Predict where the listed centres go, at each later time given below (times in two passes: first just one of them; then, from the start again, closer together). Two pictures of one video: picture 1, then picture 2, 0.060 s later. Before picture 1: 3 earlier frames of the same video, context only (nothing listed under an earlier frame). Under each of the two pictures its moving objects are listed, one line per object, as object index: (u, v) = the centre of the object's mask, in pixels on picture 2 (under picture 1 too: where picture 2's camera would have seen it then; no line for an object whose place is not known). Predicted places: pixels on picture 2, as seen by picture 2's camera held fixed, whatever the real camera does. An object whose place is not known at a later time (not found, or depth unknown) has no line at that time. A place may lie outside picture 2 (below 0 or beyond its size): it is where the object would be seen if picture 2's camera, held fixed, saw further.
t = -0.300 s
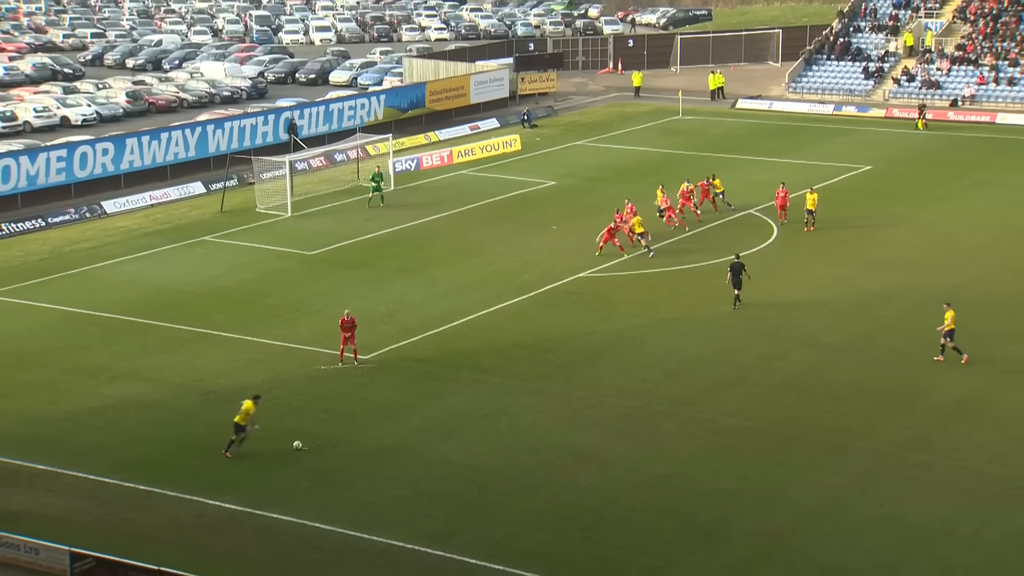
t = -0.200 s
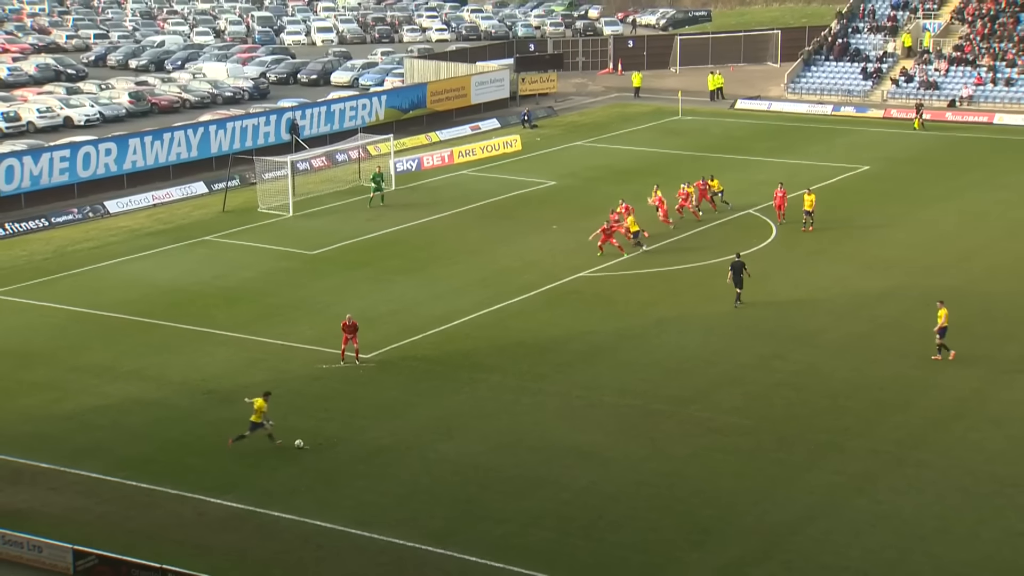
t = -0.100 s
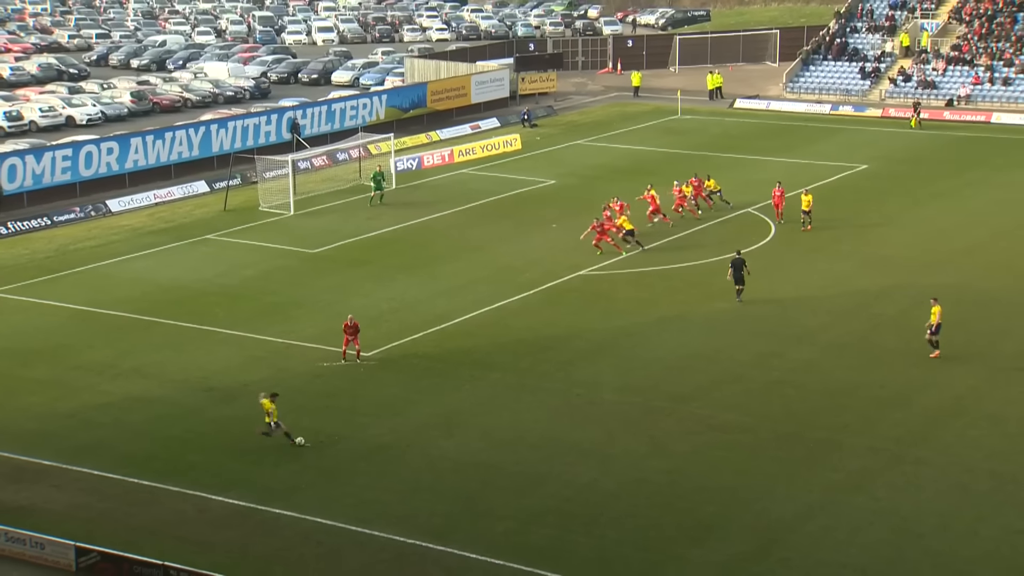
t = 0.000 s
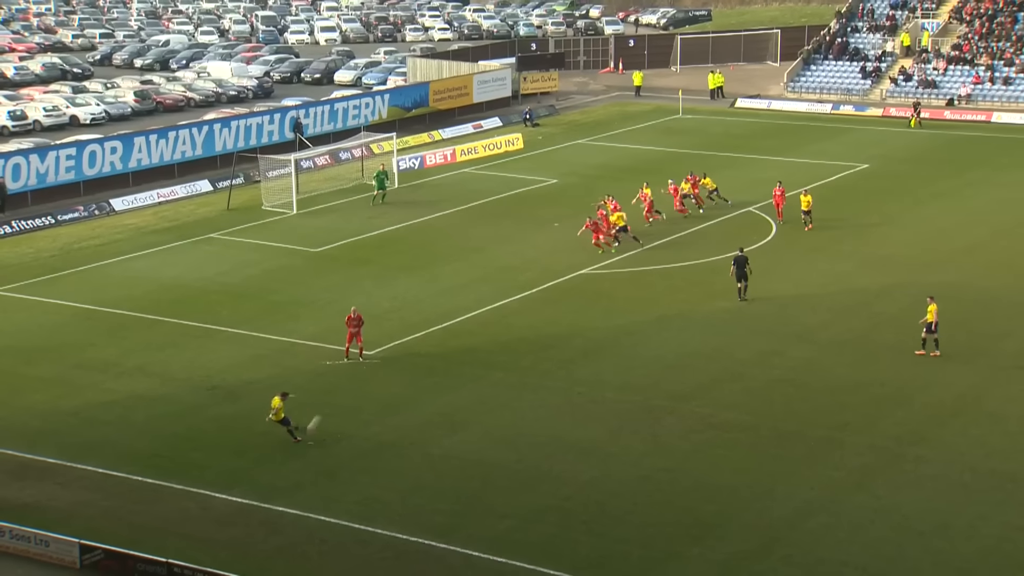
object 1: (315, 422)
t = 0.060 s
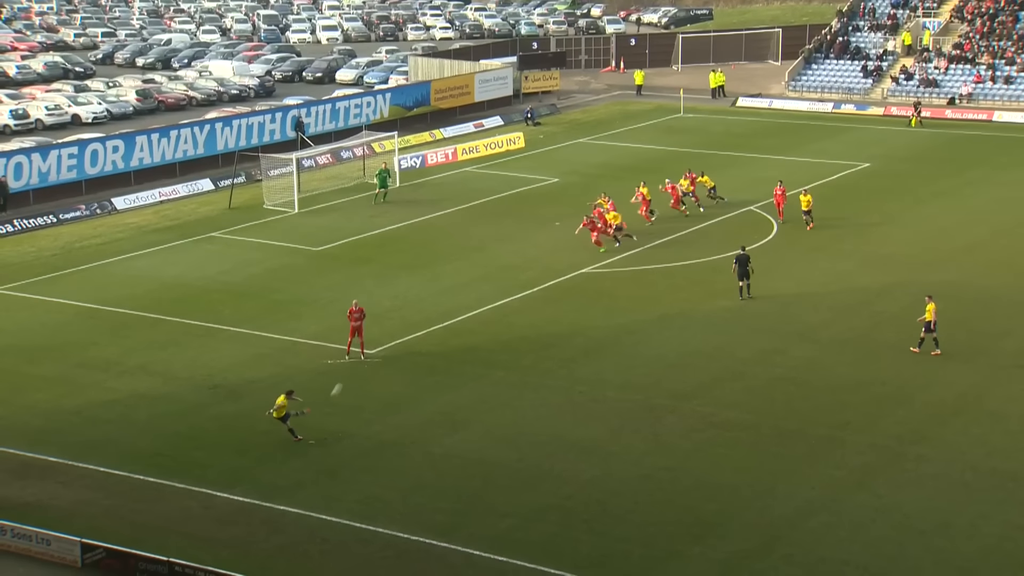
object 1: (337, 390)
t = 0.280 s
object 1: (392, 300)
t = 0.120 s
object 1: (355, 361)
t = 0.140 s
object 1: (360, 353)
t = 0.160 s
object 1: (366, 344)
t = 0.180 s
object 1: (371, 335)
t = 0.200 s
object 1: (376, 328)
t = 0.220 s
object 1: (380, 320)
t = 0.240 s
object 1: (384, 314)
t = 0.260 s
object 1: (389, 307)
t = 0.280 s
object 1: (392, 300)
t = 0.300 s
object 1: (396, 294)
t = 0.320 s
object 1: (400, 288)
